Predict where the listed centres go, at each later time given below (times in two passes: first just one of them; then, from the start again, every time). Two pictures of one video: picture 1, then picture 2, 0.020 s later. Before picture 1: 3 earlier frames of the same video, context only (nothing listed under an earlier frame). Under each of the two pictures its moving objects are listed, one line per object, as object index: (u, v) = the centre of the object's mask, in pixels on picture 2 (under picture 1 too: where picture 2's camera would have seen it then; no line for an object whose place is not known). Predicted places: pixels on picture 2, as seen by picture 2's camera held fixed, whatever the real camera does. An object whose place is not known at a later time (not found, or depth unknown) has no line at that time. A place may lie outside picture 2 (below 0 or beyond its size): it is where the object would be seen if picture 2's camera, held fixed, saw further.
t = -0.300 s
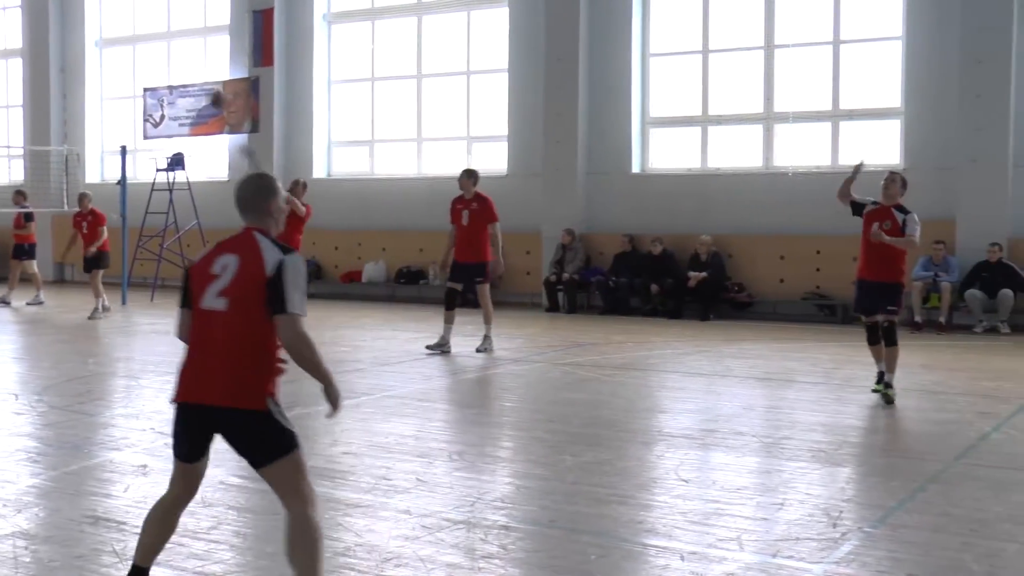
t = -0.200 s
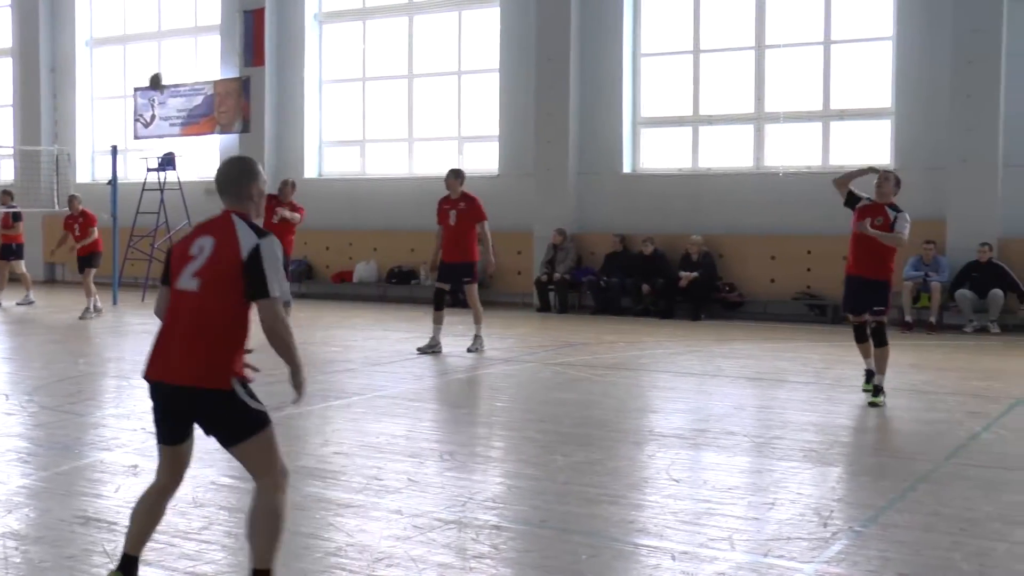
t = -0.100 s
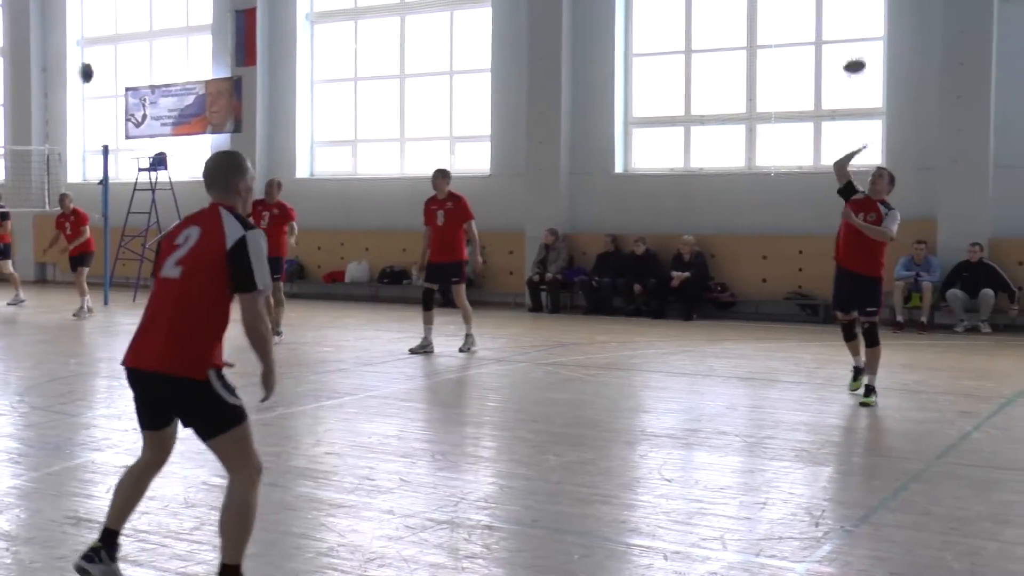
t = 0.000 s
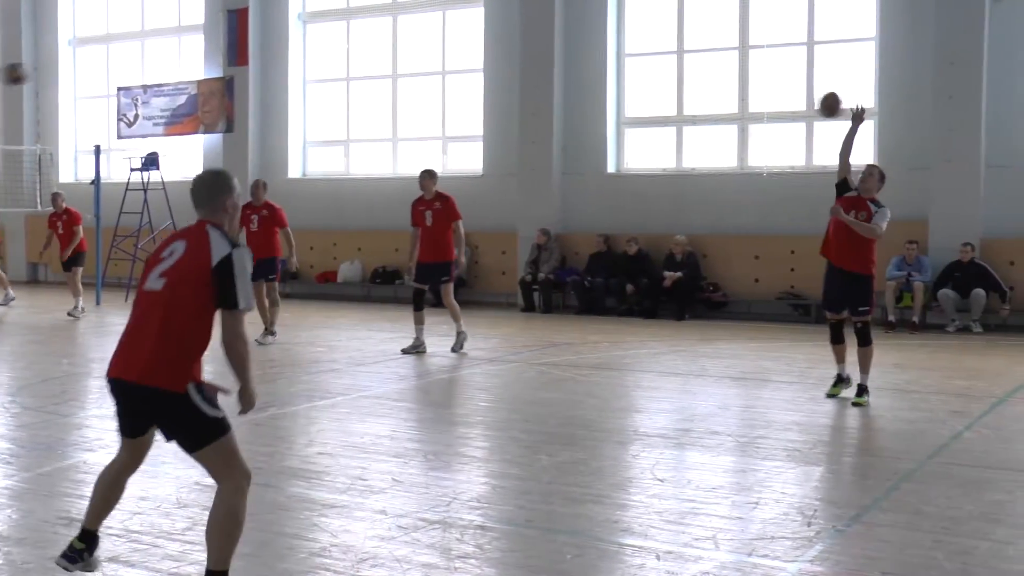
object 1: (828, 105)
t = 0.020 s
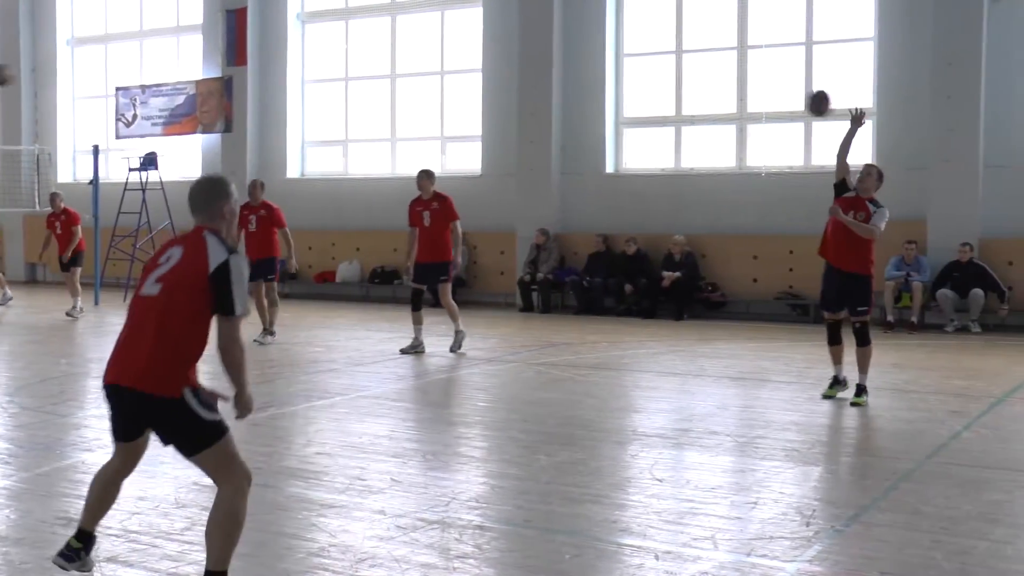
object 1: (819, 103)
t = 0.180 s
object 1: (734, 114)
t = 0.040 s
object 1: (809, 102)
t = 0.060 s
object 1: (800, 102)
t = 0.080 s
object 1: (789, 103)
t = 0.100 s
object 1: (779, 104)
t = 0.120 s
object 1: (768, 106)
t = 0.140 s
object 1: (756, 108)
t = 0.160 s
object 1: (745, 110)
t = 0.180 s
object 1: (734, 114)
